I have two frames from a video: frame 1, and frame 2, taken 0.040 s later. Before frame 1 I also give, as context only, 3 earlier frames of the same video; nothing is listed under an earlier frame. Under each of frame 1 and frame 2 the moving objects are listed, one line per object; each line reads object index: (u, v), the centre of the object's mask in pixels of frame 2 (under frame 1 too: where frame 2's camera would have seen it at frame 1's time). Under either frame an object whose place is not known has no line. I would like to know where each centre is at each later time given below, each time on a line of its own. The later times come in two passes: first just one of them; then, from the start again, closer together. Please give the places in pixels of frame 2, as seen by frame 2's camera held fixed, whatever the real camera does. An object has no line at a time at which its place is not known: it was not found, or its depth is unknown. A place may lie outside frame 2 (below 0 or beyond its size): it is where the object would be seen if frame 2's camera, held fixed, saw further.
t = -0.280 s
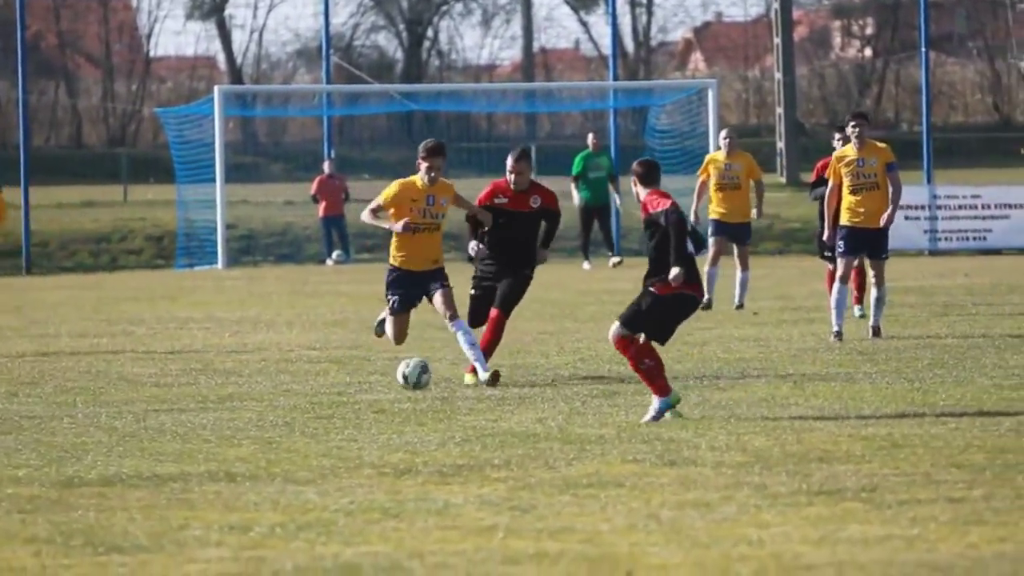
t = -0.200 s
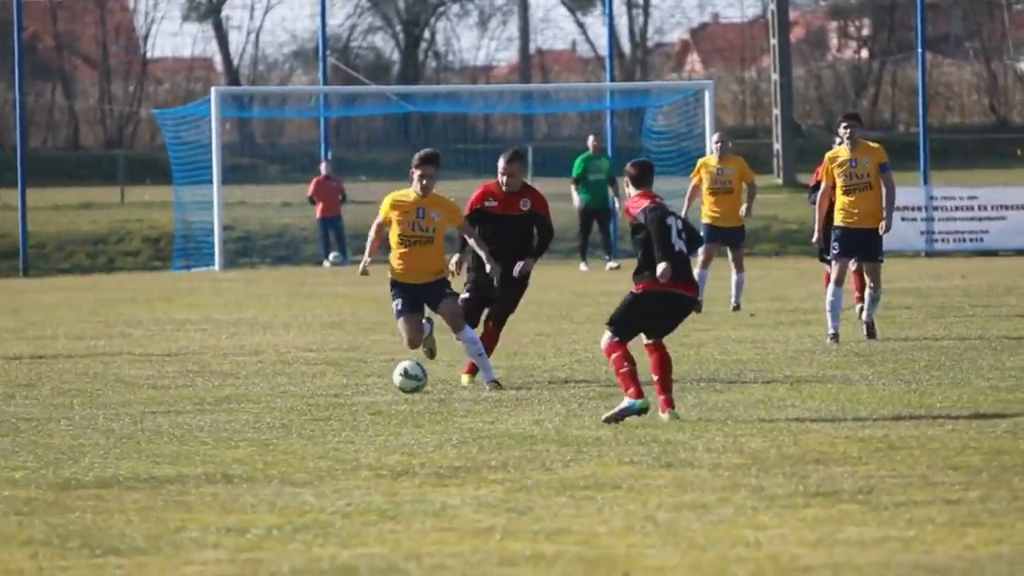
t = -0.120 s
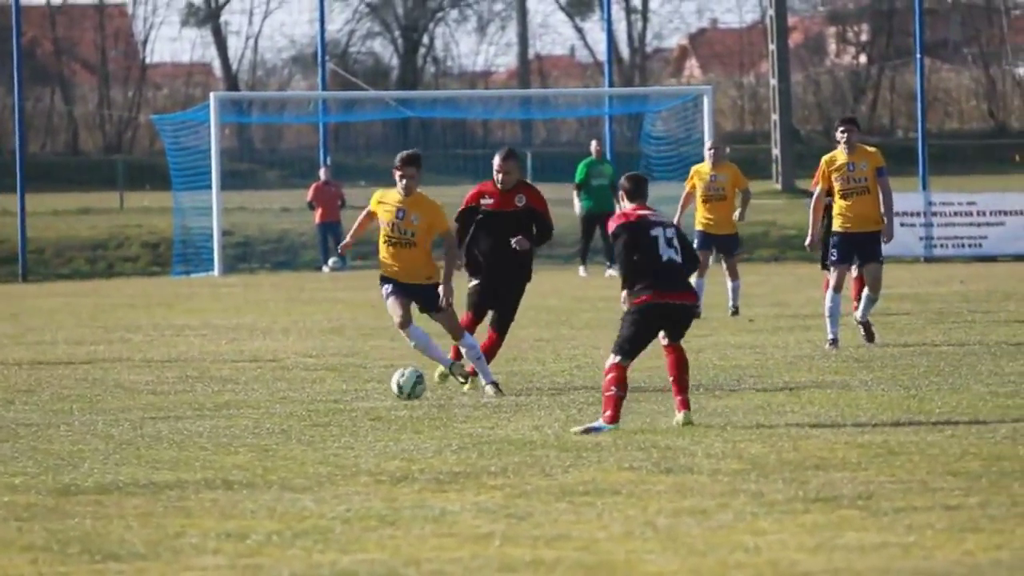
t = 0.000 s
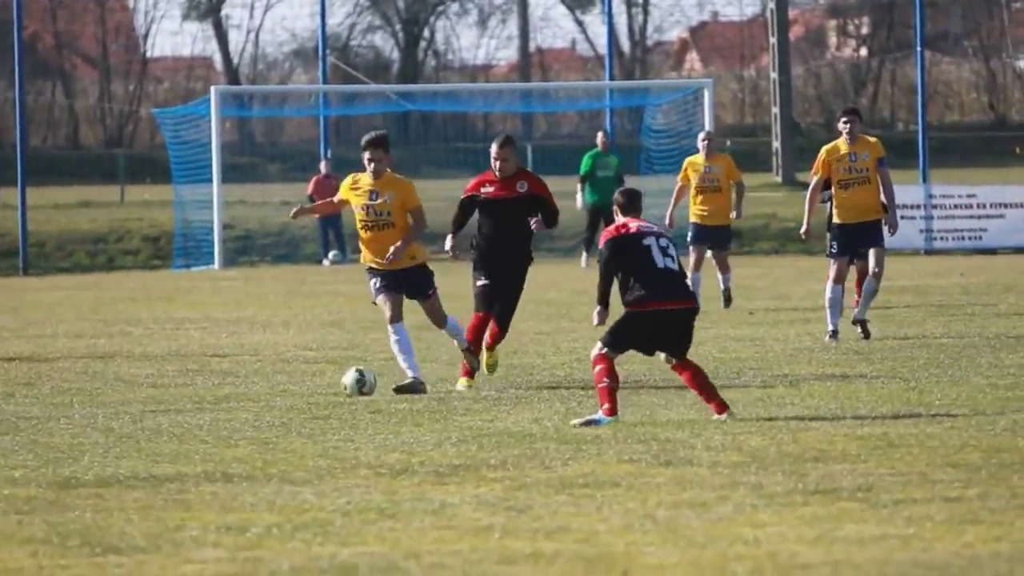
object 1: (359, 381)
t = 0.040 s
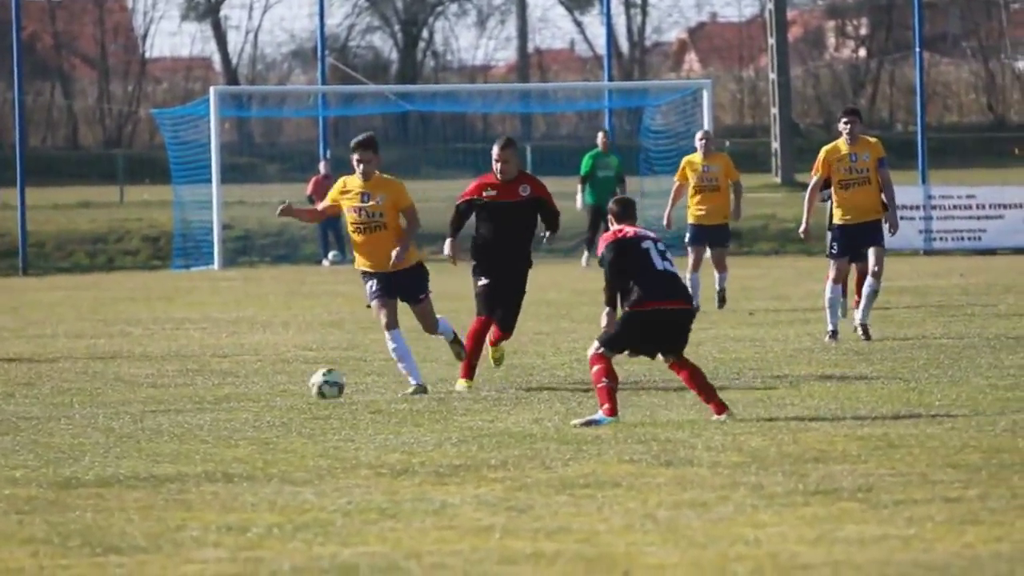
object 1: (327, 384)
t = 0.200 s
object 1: (214, 390)
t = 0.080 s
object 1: (297, 385)
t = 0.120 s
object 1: (268, 387)
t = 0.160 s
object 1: (240, 389)
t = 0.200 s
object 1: (214, 390)
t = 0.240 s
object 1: (189, 391)
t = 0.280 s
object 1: (165, 392)
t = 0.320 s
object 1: (143, 393)
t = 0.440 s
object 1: (78, 396)
